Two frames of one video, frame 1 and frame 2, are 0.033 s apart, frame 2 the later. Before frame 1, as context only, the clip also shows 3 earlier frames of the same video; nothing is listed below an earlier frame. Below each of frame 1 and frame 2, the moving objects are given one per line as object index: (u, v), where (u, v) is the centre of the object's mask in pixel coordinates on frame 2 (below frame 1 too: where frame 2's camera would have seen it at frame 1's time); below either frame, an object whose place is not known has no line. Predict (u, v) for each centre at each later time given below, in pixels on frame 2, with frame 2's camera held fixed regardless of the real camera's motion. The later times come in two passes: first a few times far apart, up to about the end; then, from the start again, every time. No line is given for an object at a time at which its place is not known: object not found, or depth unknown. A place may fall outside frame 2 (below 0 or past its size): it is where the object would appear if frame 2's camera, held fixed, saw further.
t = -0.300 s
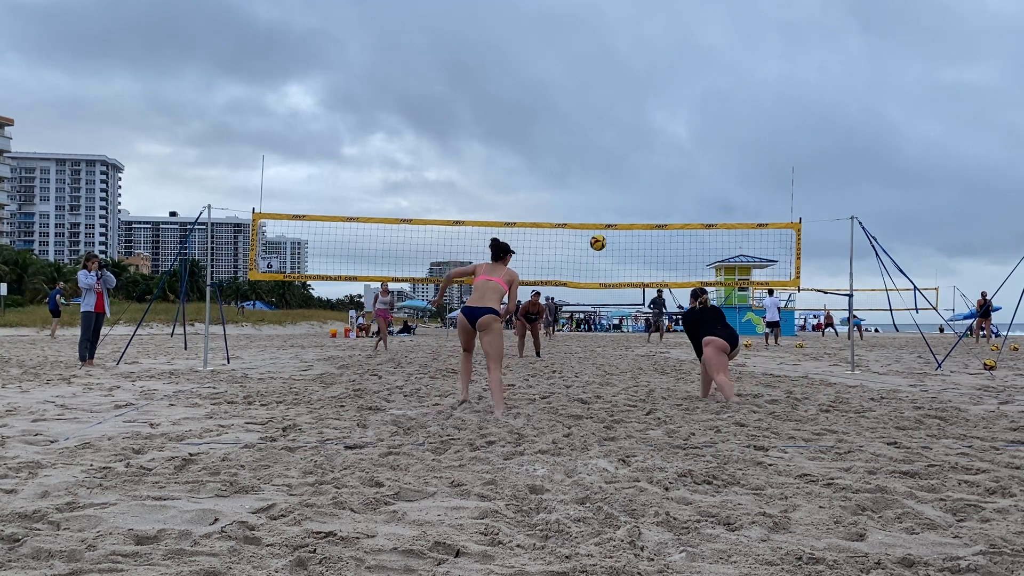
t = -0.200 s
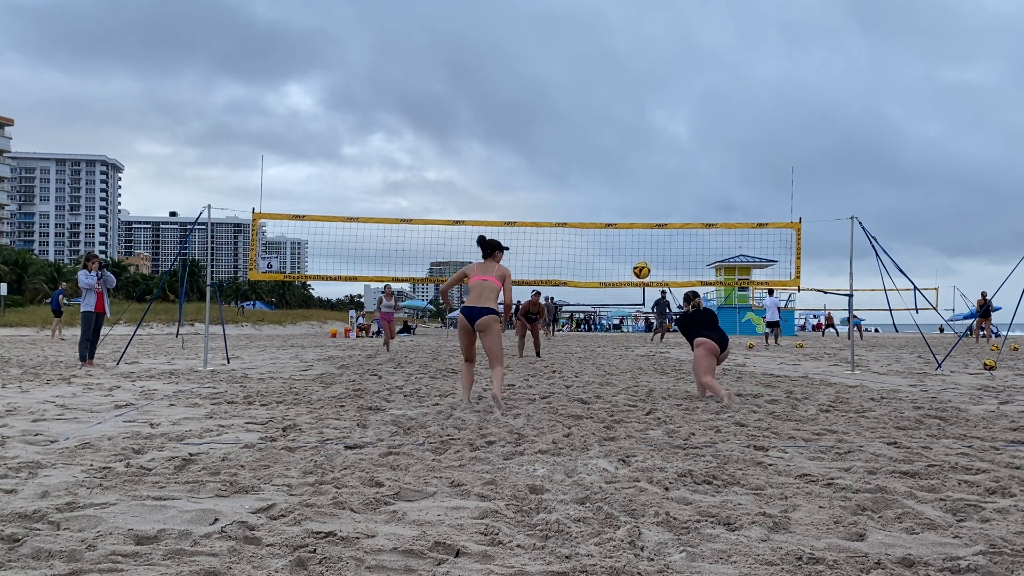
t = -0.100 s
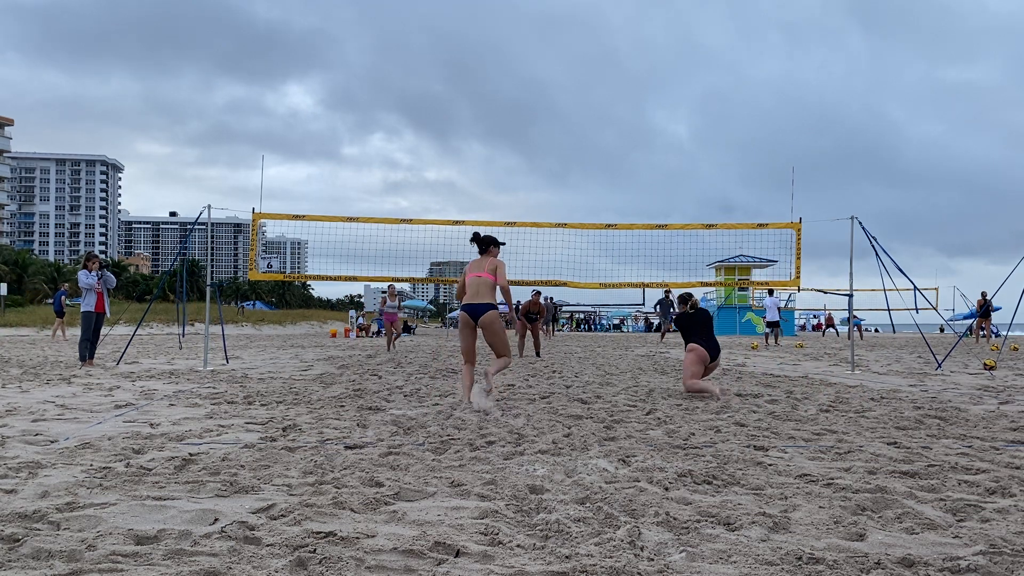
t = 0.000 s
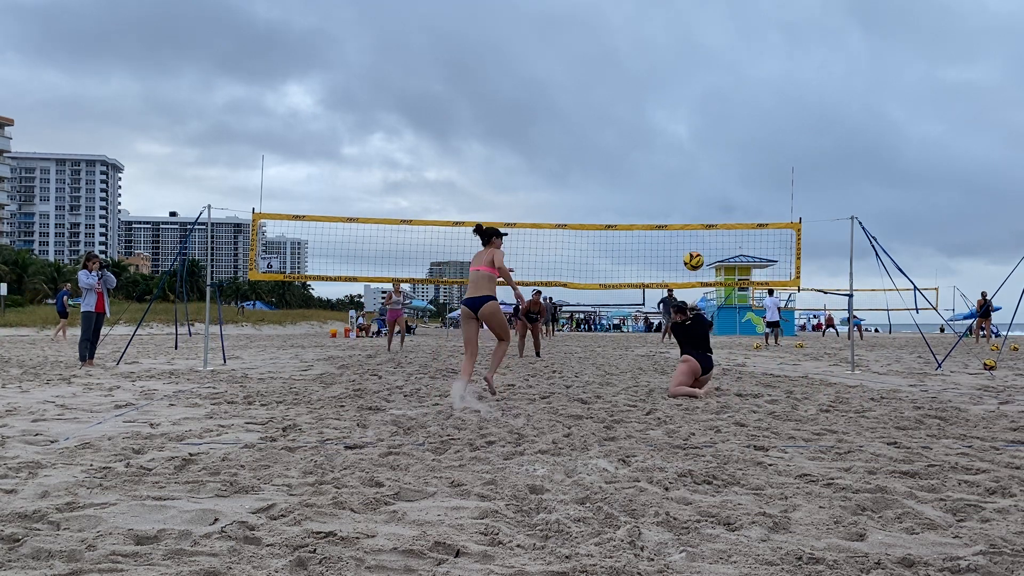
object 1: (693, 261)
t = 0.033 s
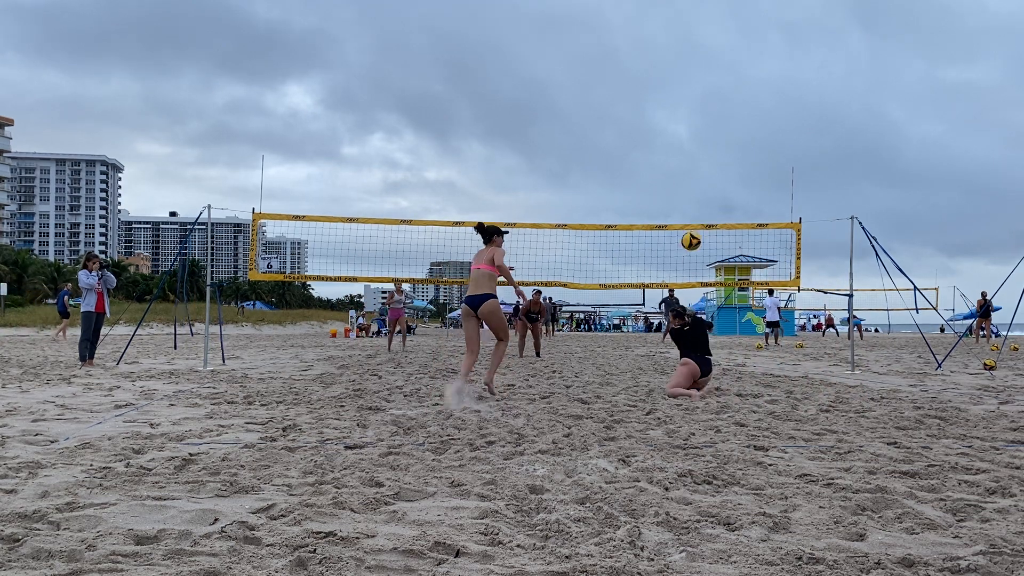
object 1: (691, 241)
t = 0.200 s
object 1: (680, 156)
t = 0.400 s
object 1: (669, 88)
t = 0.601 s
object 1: (660, 53)
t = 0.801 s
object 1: (652, 51)
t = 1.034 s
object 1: (646, 88)
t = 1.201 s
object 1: (642, 141)
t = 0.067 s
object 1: (689, 221)
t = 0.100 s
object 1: (686, 204)
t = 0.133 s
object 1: (684, 186)
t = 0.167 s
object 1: (682, 171)
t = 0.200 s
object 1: (680, 156)
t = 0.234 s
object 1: (678, 142)
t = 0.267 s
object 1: (676, 129)
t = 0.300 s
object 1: (674, 117)
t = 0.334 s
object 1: (672, 106)
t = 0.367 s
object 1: (670, 97)
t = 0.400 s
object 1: (669, 88)
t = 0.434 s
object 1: (667, 79)
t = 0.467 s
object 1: (666, 72)
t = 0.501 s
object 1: (664, 66)
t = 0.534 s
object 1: (662, 61)
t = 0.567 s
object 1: (661, 57)
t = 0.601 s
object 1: (660, 53)
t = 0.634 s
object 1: (658, 51)
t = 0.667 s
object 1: (657, 49)
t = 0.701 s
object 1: (656, 48)
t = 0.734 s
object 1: (654, 48)
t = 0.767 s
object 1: (653, 49)
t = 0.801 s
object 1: (652, 51)
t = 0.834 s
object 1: (651, 53)
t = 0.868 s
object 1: (650, 57)
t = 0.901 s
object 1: (649, 61)
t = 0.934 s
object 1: (648, 67)
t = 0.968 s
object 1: (647, 73)
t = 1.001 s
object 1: (647, 80)
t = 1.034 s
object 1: (646, 88)
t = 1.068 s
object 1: (645, 97)
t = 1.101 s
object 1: (644, 106)
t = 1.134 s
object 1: (644, 117)
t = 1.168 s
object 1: (643, 128)
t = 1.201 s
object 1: (642, 141)
